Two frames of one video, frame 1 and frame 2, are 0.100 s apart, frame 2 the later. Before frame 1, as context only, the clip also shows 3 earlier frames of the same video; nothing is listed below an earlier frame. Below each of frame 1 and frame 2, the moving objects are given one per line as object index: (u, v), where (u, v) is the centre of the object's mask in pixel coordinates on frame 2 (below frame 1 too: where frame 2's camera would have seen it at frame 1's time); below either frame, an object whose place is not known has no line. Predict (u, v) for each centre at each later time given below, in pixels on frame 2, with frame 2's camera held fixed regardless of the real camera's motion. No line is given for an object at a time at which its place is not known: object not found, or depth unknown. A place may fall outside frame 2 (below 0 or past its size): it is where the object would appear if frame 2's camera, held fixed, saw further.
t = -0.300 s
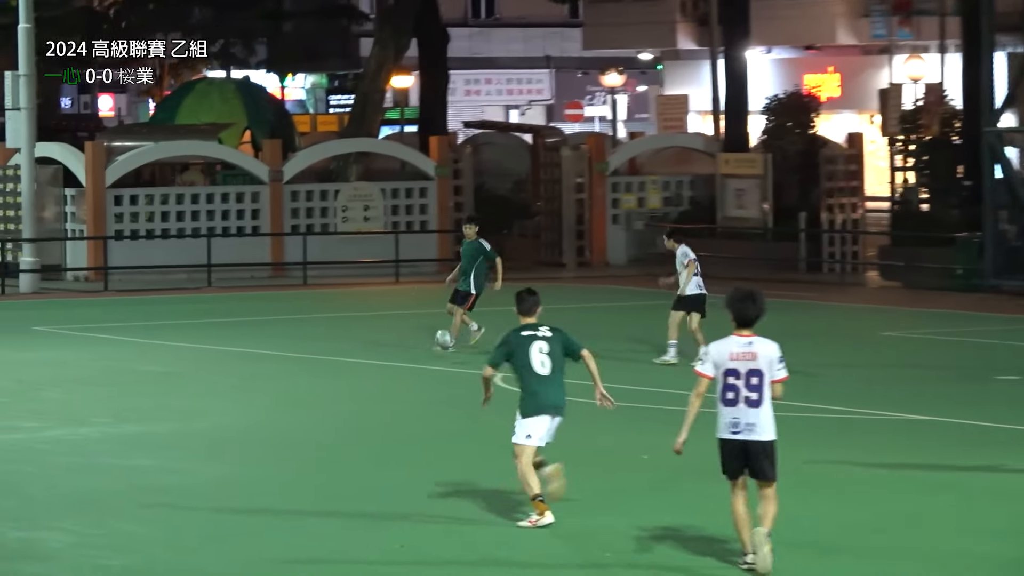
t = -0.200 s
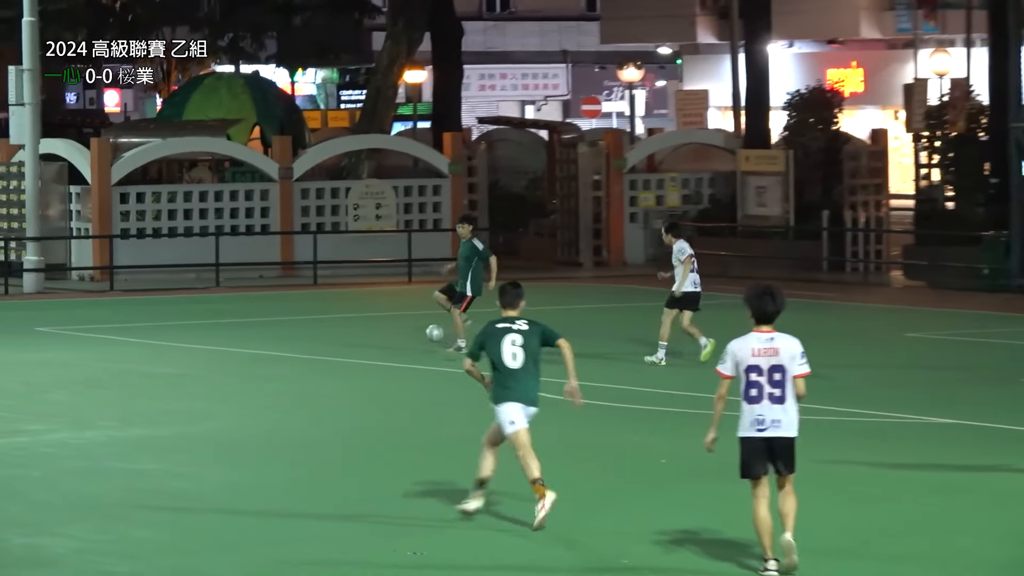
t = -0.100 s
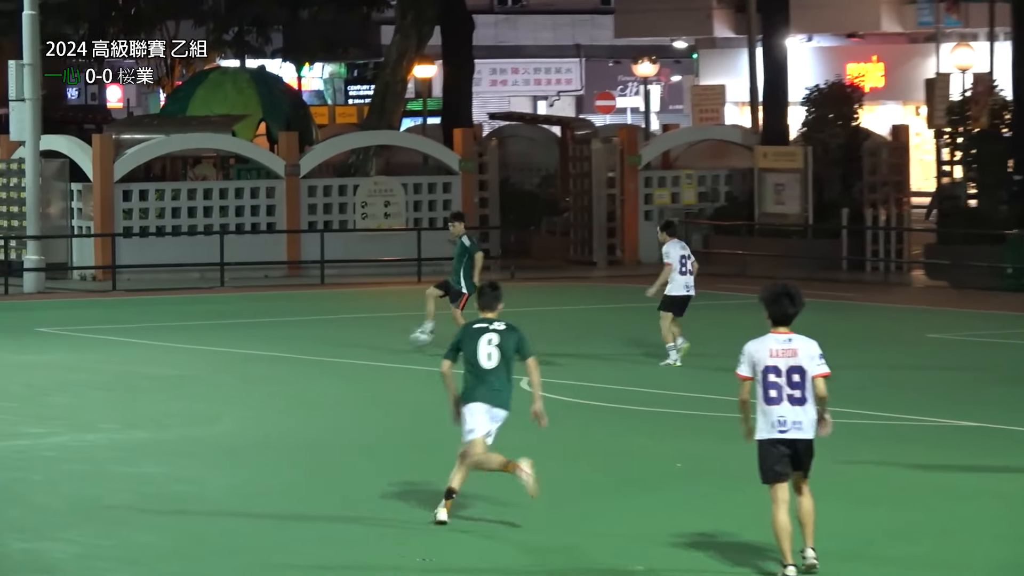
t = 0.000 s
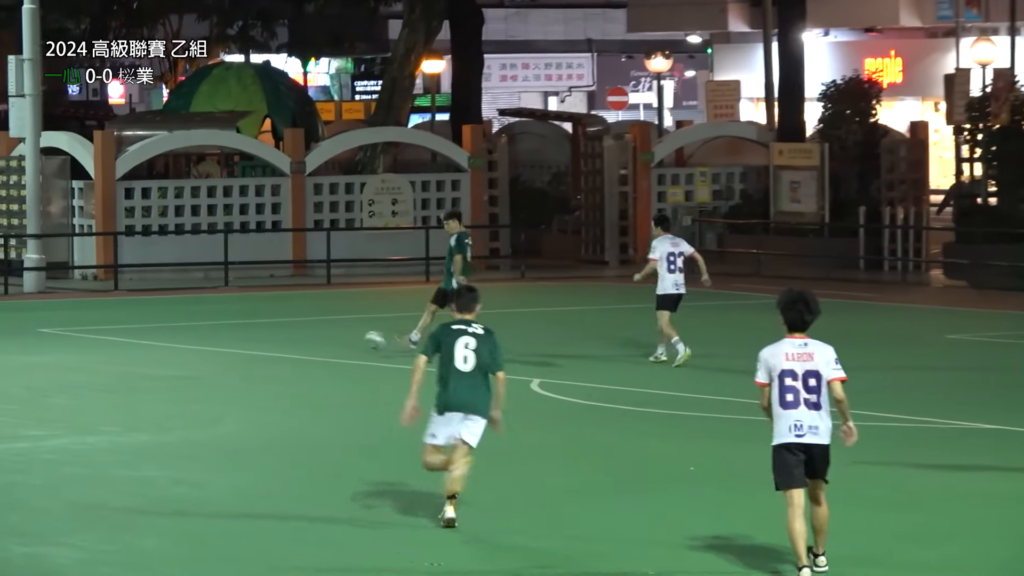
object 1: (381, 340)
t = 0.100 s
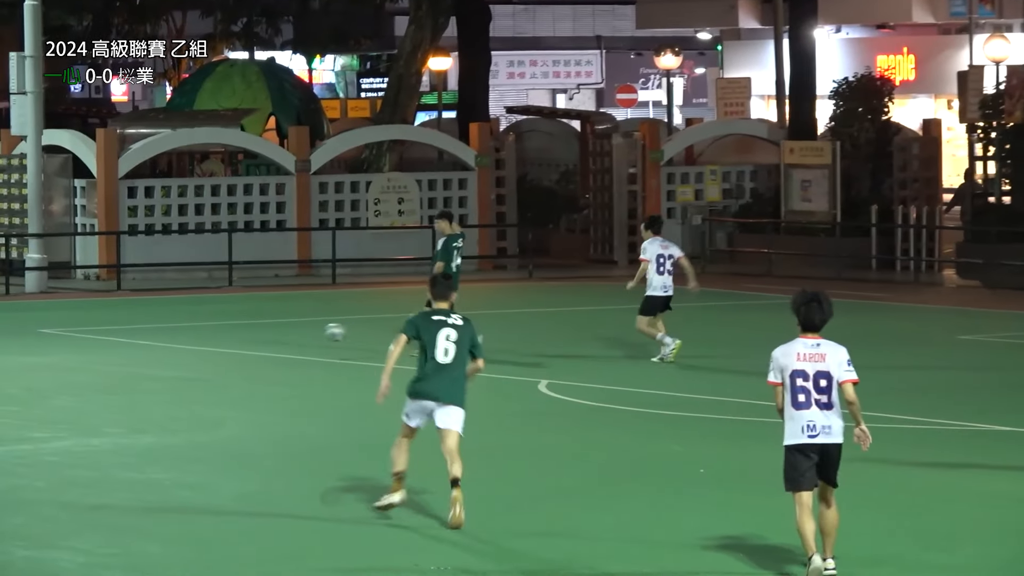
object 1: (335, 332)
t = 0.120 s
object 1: (325, 331)
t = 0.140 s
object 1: (316, 331)
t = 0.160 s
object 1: (308, 331)
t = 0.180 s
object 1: (299, 332)
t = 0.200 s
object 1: (291, 332)
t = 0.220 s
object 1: (282, 333)
